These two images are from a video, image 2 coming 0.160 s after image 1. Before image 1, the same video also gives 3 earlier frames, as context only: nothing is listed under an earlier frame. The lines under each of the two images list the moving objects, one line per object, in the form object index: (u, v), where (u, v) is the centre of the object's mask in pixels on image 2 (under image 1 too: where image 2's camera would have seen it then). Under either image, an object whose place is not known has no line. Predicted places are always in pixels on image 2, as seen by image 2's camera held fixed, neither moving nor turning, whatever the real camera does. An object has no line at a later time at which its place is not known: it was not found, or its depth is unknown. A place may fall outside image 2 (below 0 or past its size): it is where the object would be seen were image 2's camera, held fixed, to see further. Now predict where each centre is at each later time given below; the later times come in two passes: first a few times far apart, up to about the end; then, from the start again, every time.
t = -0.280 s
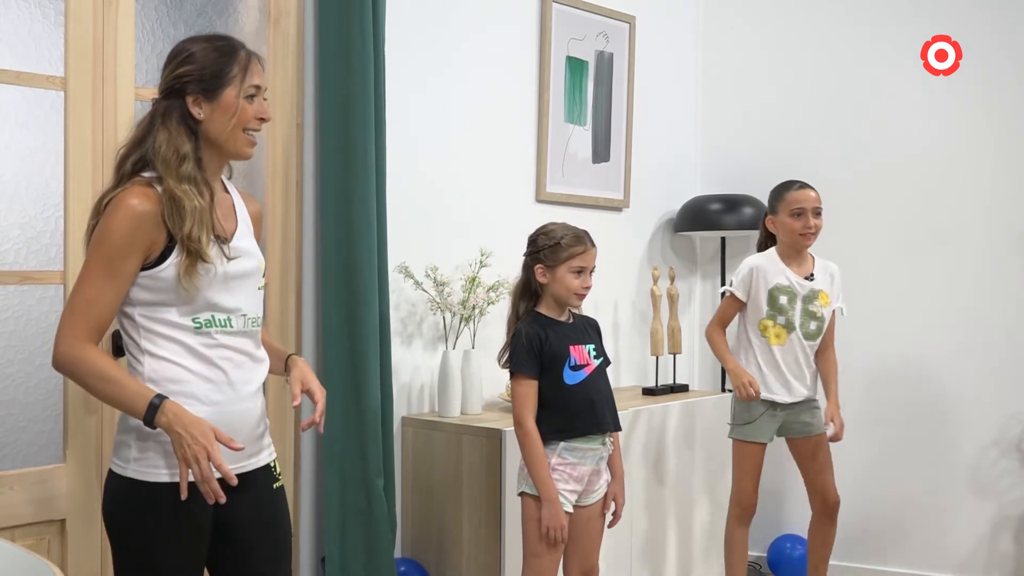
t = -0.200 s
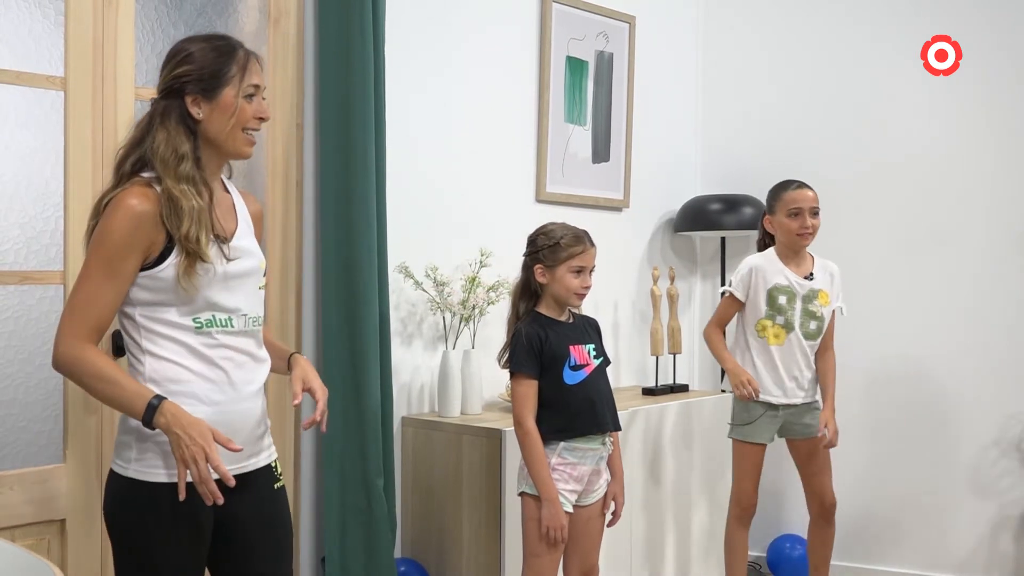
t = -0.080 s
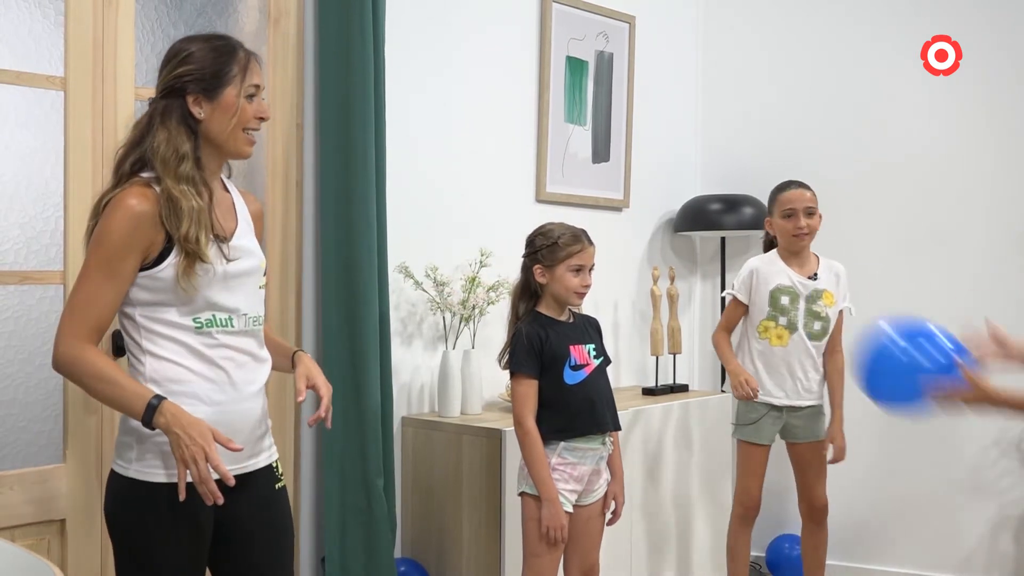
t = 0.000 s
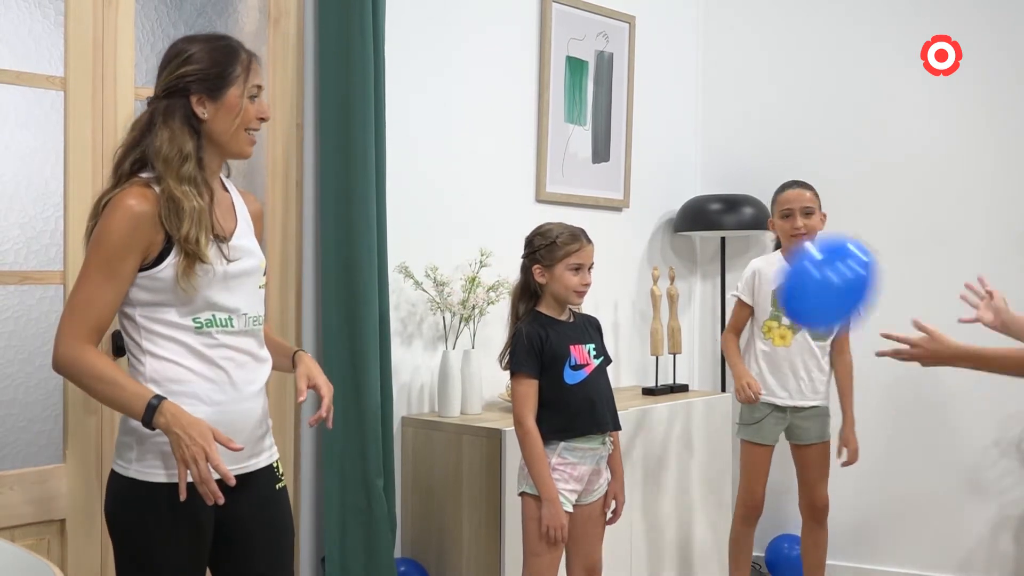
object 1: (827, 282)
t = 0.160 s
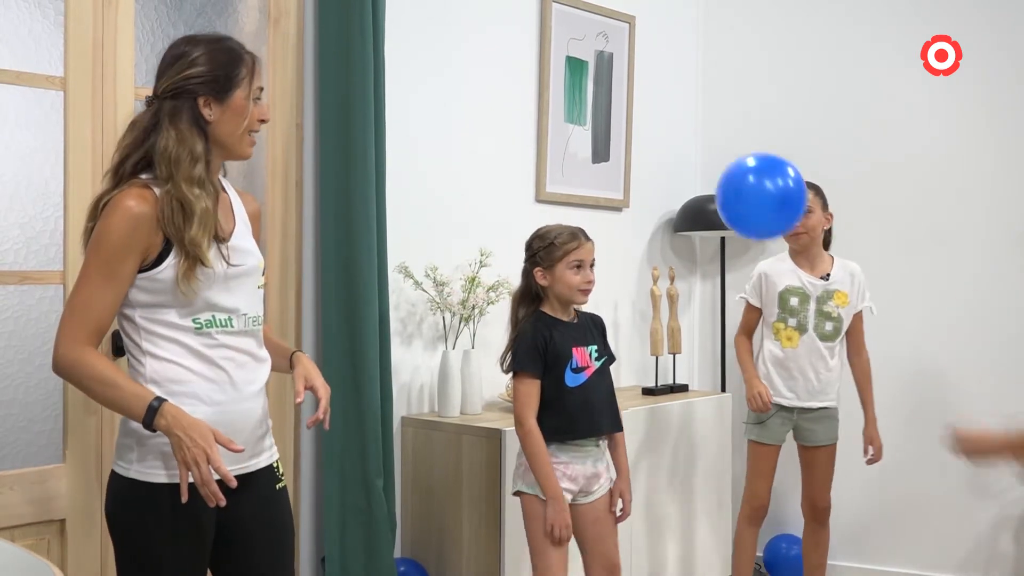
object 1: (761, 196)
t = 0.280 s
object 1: (754, 175)
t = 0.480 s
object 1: (770, 186)
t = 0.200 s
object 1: (756, 185)
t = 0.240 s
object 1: (754, 178)
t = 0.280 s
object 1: (754, 175)
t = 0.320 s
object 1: (757, 173)
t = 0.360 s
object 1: (760, 173)
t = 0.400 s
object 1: (763, 176)
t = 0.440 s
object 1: (766, 180)
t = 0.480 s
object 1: (770, 186)
